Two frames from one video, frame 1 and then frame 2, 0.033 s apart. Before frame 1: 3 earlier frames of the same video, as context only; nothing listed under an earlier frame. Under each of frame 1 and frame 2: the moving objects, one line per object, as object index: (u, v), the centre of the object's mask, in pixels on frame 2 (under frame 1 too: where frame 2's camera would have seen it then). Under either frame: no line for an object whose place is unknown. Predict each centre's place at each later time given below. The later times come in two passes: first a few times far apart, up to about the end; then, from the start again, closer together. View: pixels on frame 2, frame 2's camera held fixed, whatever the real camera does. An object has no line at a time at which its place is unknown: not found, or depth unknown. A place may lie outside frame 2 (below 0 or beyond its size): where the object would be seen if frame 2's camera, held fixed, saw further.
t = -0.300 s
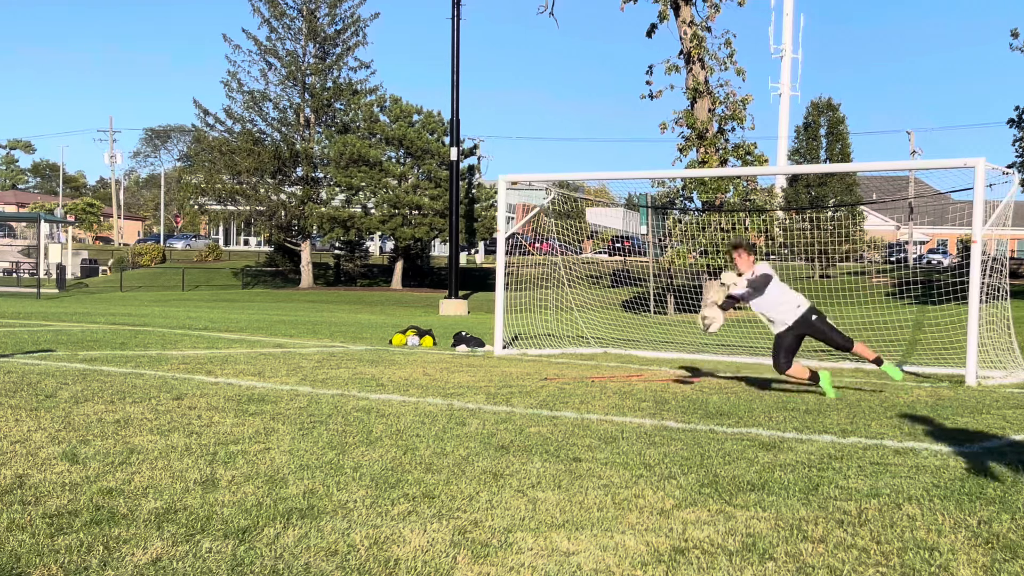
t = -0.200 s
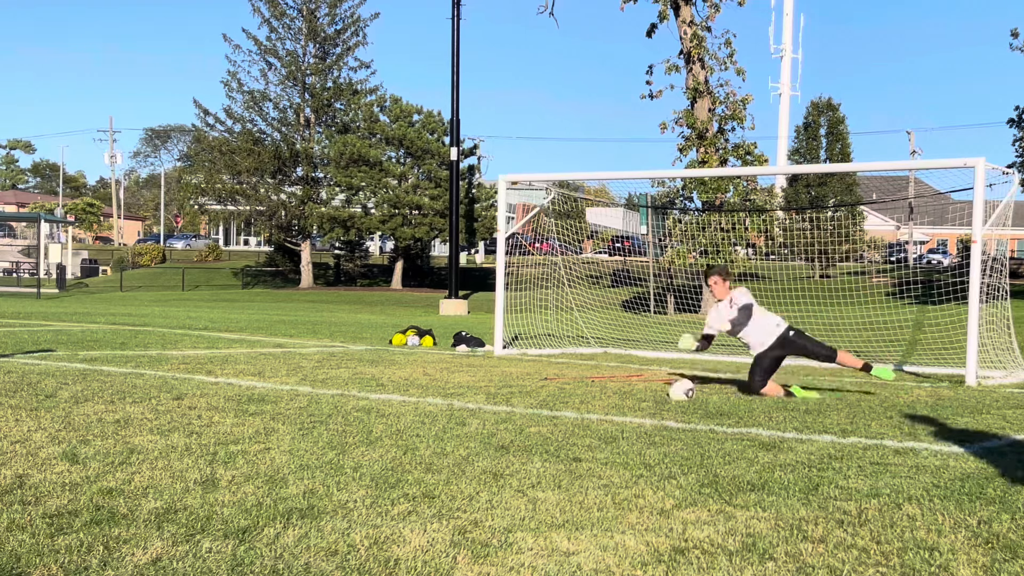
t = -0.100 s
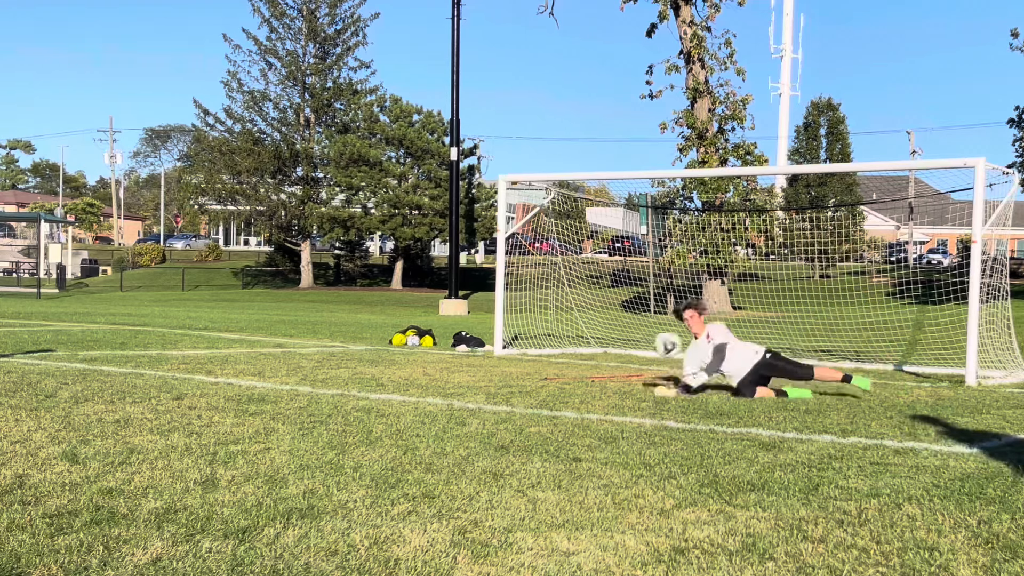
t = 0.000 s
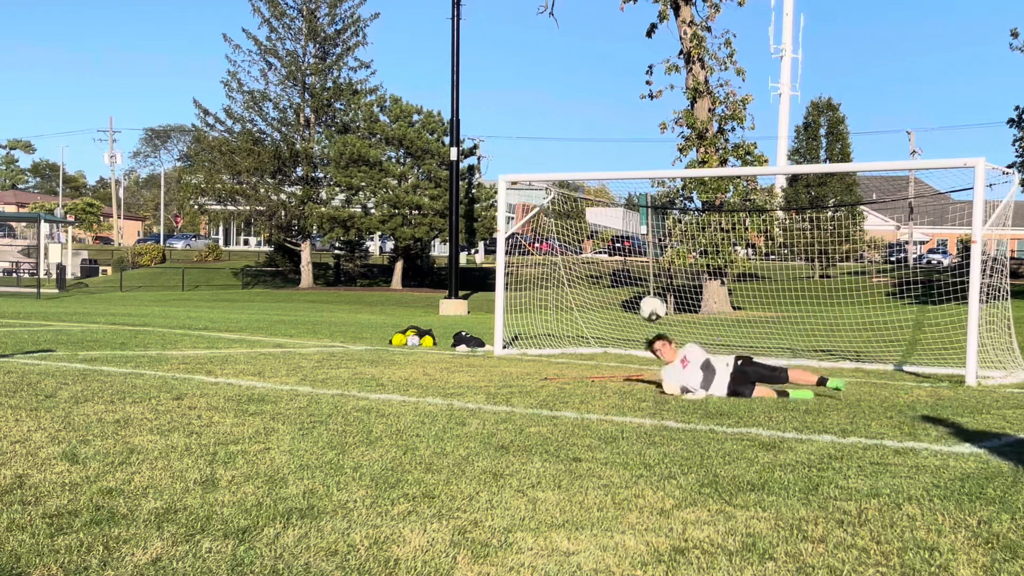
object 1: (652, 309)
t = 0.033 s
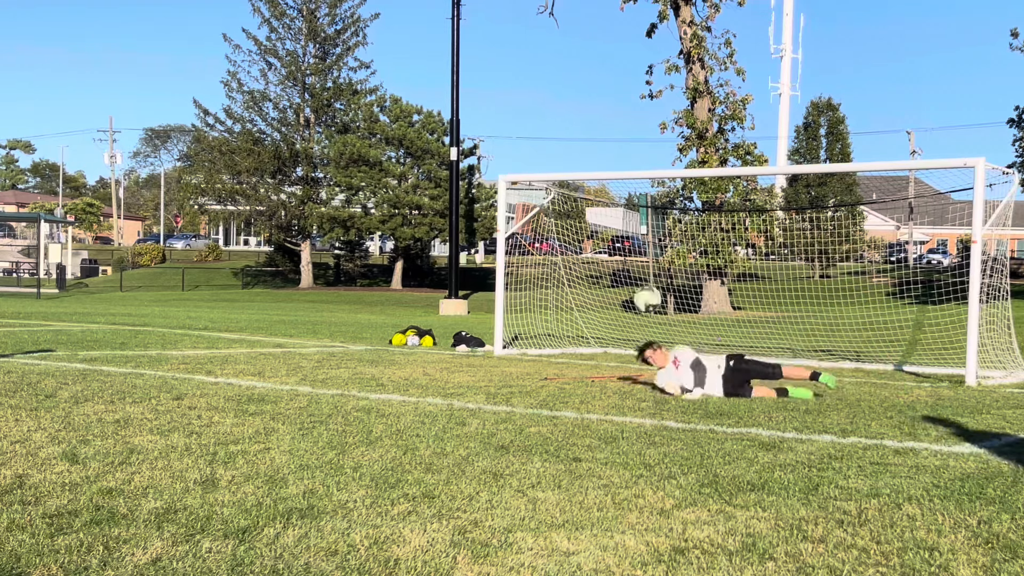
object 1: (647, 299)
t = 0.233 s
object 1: (614, 270)
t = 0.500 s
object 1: (563, 309)
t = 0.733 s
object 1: (515, 387)
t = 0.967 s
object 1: (462, 349)
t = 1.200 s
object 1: (404, 387)
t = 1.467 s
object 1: (336, 383)
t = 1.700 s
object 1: (276, 391)
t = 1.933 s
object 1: (218, 394)
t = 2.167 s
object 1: (164, 393)
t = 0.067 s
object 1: (642, 291)
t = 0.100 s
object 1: (638, 284)
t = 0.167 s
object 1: (626, 274)
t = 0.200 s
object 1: (620, 272)
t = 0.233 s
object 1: (614, 270)
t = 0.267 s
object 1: (608, 269)
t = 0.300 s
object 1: (602, 272)
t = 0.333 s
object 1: (596, 274)
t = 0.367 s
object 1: (590, 278)
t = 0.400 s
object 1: (584, 285)
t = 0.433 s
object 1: (577, 292)
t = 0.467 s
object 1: (571, 300)
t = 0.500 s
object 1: (563, 309)
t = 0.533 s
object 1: (557, 321)
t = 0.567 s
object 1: (551, 334)
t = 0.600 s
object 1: (544, 347)
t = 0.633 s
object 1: (536, 364)
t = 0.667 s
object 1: (530, 382)
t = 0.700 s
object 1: (522, 395)
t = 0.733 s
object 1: (515, 387)
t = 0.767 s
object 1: (509, 377)
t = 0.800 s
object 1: (501, 369)
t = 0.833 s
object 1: (494, 363)
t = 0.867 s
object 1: (486, 357)
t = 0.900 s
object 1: (478, 353)
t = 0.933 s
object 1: (470, 351)
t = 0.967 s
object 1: (462, 349)
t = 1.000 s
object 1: (454, 350)
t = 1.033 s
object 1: (446, 353)
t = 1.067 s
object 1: (437, 357)
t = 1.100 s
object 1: (429, 362)
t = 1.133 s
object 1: (421, 369)
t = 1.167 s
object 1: (413, 377)
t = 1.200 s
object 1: (404, 387)
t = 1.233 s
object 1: (396, 394)
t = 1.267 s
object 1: (388, 389)
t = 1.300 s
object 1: (379, 384)
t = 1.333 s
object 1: (371, 381)
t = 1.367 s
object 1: (362, 379)
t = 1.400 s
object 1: (353, 379)
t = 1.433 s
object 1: (345, 379)
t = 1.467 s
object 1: (336, 383)
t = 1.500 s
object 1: (326, 387)
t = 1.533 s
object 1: (318, 393)
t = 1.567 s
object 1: (310, 395)
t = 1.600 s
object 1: (301, 392)
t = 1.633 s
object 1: (294, 390)
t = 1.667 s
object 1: (285, 390)
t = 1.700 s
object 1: (276, 391)
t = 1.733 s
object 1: (267, 393)
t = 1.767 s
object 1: (258, 397)
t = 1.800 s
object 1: (251, 395)
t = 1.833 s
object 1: (242, 393)
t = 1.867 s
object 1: (234, 393)
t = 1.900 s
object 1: (226, 394)
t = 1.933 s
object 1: (218, 394)
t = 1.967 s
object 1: (210, 394)
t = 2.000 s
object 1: (203, 394)
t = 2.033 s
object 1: (195, 394)
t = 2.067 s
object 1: (187, 393)
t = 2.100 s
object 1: (179, 393)
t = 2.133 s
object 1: (172, 393)
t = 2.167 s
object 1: (164, 393)
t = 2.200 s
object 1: (156, 393)
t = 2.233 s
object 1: (149, 393)
